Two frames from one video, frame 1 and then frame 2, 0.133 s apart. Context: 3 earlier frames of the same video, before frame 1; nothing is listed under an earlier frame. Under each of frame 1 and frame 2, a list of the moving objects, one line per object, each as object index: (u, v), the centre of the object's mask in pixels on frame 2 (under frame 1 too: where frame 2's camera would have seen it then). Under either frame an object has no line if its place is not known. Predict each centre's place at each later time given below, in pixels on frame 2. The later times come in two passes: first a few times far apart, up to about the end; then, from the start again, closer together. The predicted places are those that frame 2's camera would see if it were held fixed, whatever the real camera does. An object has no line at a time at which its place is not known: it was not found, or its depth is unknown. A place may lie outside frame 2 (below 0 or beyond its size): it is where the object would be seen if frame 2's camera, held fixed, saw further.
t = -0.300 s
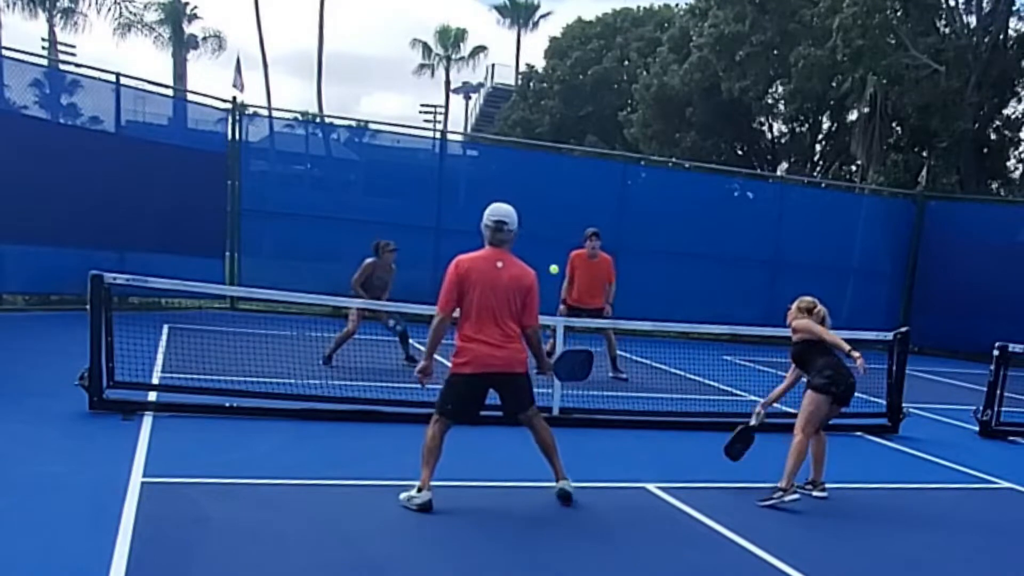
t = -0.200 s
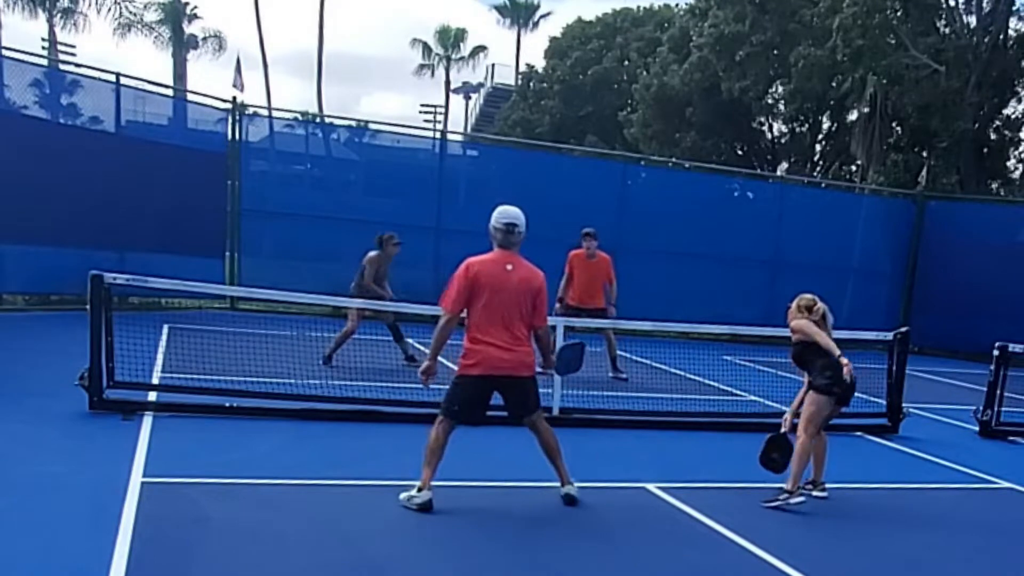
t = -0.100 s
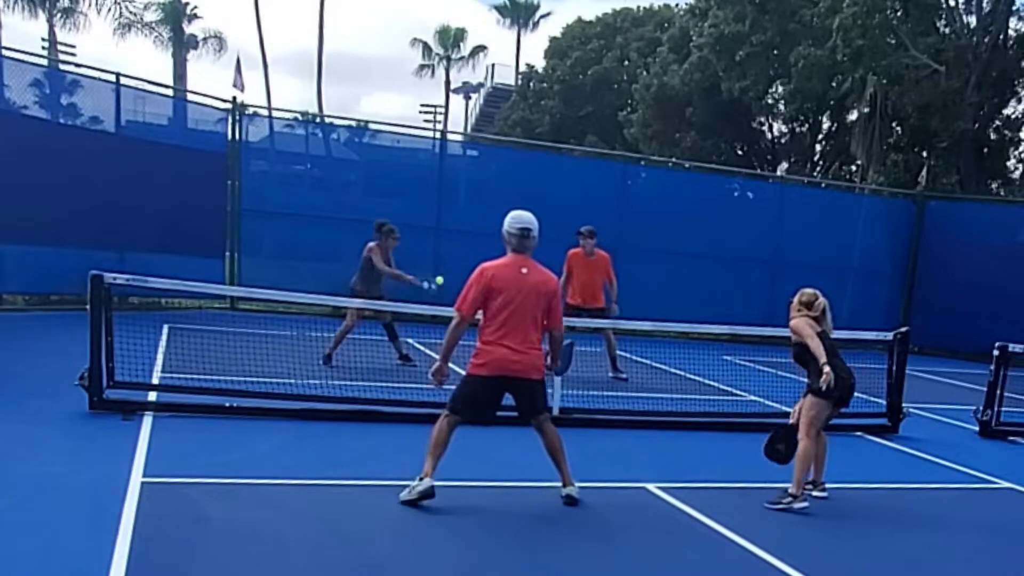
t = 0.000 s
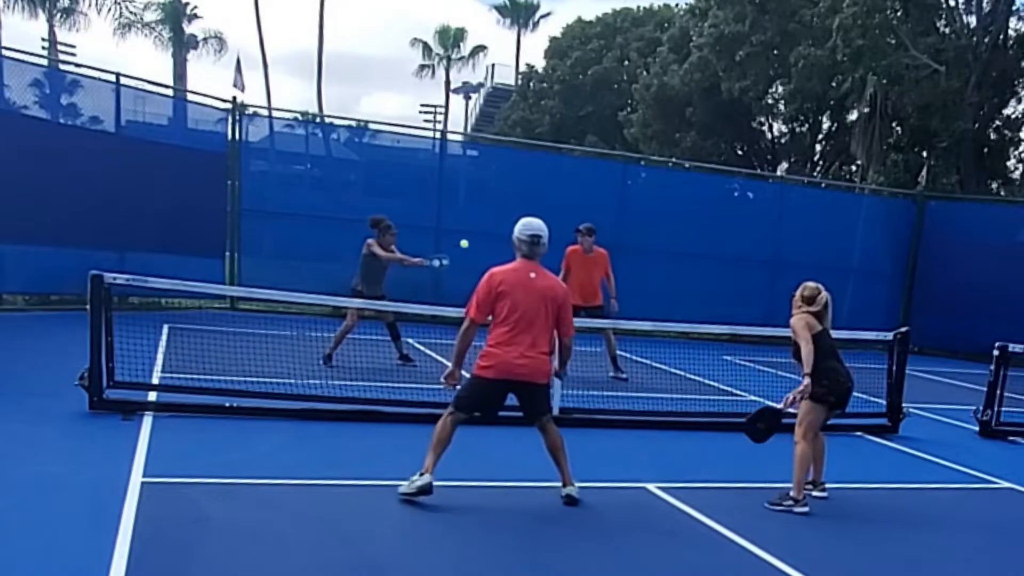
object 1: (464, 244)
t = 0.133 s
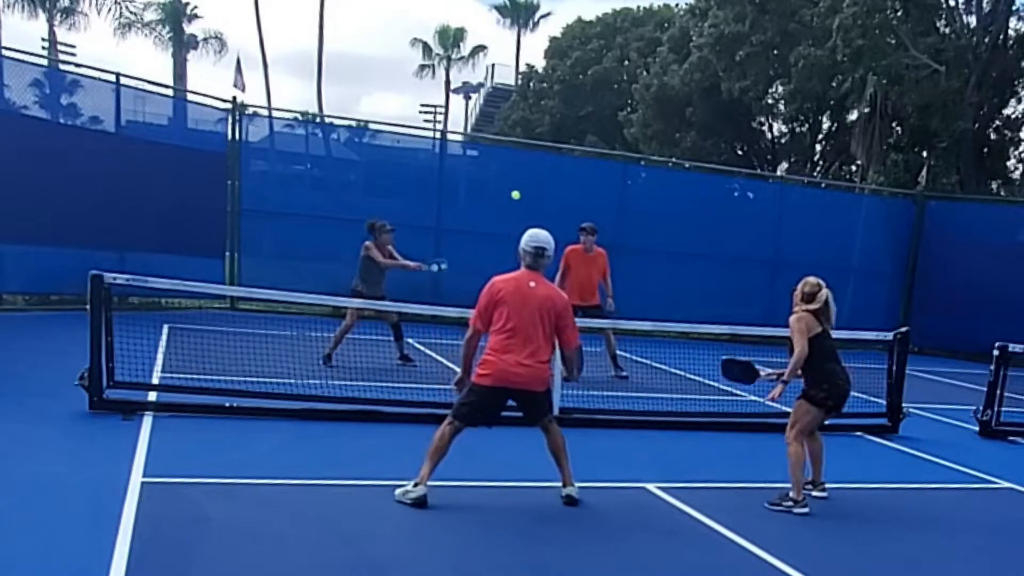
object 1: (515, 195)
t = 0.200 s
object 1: (542, 177)
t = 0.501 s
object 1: (668, 157)
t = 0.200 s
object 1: (542, 177)
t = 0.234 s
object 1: (555, 169)
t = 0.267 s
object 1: (569, 163)
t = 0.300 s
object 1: (583, 158)
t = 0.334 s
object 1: (597, 155)
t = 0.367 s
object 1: (611, 152)
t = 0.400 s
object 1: (625, 151)
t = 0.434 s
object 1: (639, 152)
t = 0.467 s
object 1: (654, 153)
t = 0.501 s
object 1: (668, 157)
